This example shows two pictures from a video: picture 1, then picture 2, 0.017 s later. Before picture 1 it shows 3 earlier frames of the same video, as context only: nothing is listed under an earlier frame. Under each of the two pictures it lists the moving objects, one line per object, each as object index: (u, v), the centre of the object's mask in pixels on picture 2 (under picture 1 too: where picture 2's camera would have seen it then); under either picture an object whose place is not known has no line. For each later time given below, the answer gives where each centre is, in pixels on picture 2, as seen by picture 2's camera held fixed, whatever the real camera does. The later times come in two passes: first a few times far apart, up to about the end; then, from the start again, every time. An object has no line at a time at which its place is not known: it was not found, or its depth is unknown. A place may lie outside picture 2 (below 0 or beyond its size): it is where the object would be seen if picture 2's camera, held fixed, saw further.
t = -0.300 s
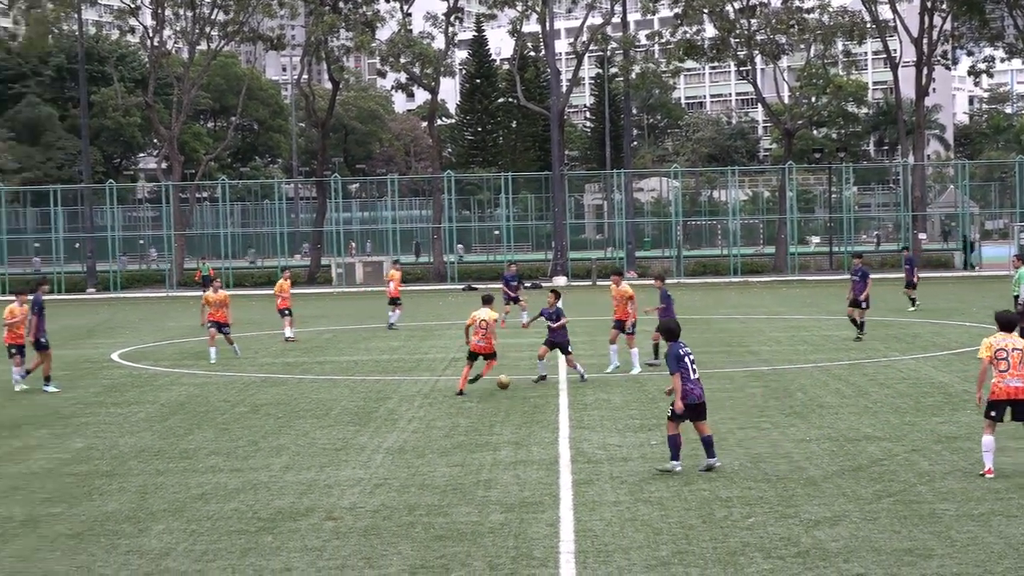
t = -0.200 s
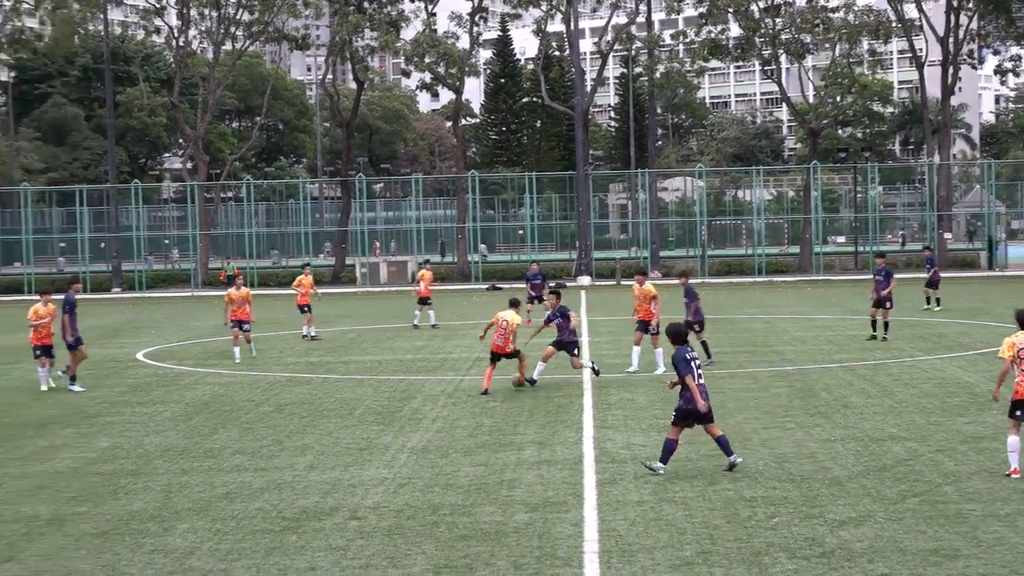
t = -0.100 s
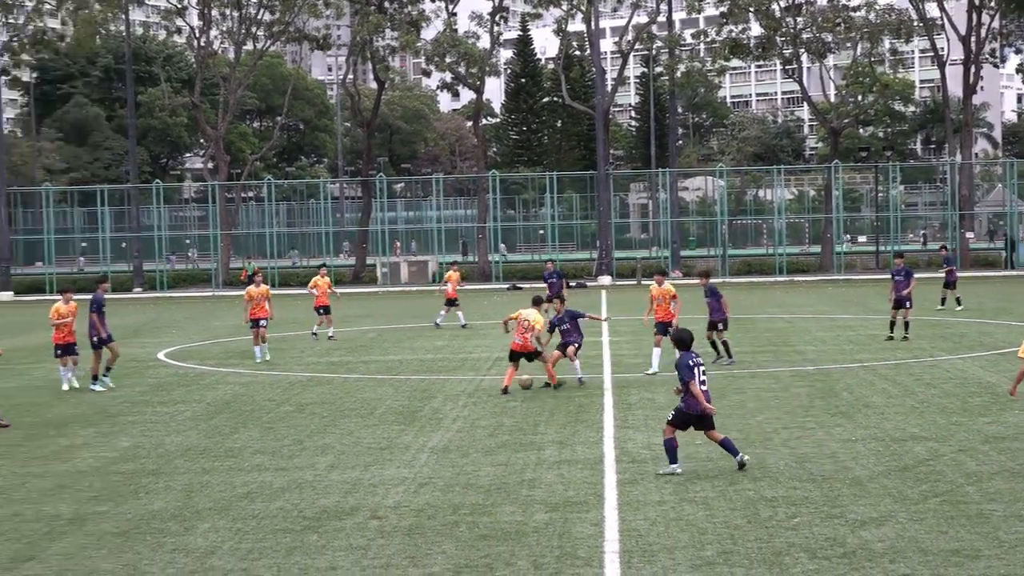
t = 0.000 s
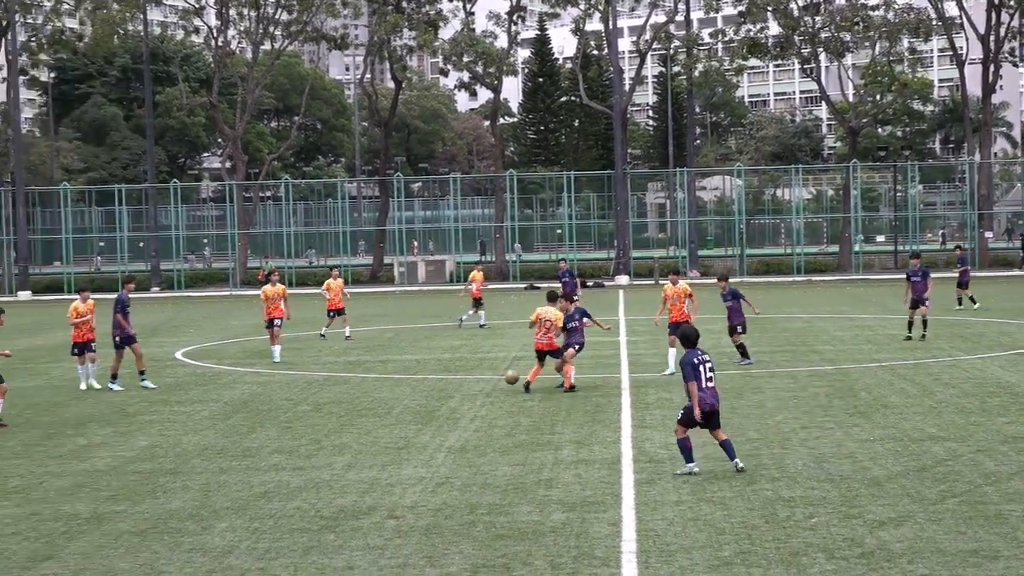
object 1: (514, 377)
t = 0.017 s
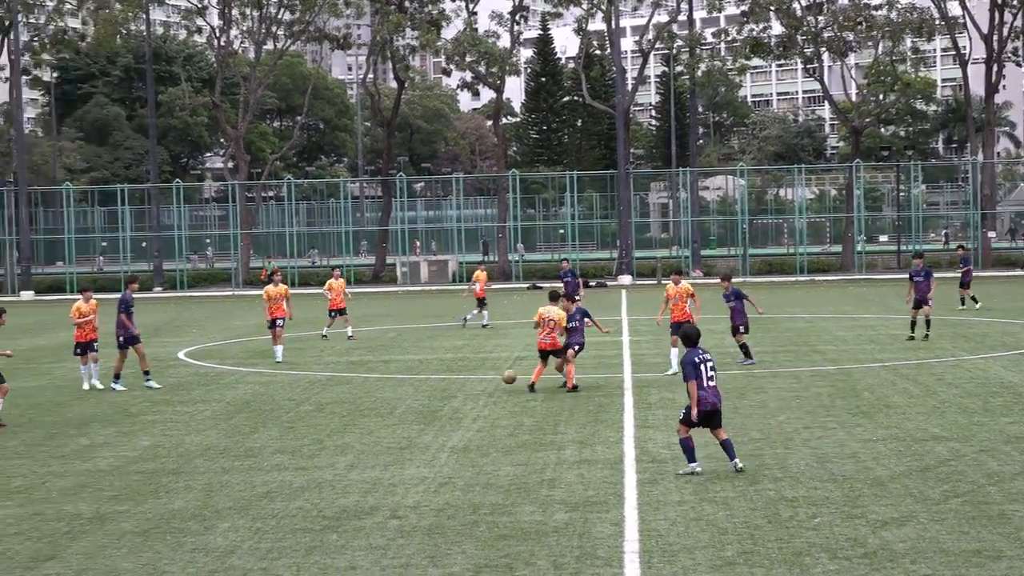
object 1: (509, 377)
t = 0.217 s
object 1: (447, 386)
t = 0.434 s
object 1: (389, 390)
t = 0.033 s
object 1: (504, 377)
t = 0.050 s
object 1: (499, 376)
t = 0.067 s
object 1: (494, 377)
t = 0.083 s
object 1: (489, 377)
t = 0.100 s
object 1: (483, 377)
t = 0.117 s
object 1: (478, 378)
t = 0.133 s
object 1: (473, 379)
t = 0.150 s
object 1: (468, 380)
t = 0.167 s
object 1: (462, 381)
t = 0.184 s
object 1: (457, 383)
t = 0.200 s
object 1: (453, 384)
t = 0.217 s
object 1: (447, 386)
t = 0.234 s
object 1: (442, 388)
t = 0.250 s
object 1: (437, 391)
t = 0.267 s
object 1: (432, 392)
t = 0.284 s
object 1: (428, 391)
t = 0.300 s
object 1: (423, 390)
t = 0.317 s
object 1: (419, 389)
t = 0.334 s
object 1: (415, 389)
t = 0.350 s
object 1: (410, 388)
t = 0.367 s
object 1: (406, 389)
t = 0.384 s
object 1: (402, 389)
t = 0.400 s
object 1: (398, 389)
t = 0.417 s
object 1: (394, 389)
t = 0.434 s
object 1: (389, 390)
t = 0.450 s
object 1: (385, 390)
